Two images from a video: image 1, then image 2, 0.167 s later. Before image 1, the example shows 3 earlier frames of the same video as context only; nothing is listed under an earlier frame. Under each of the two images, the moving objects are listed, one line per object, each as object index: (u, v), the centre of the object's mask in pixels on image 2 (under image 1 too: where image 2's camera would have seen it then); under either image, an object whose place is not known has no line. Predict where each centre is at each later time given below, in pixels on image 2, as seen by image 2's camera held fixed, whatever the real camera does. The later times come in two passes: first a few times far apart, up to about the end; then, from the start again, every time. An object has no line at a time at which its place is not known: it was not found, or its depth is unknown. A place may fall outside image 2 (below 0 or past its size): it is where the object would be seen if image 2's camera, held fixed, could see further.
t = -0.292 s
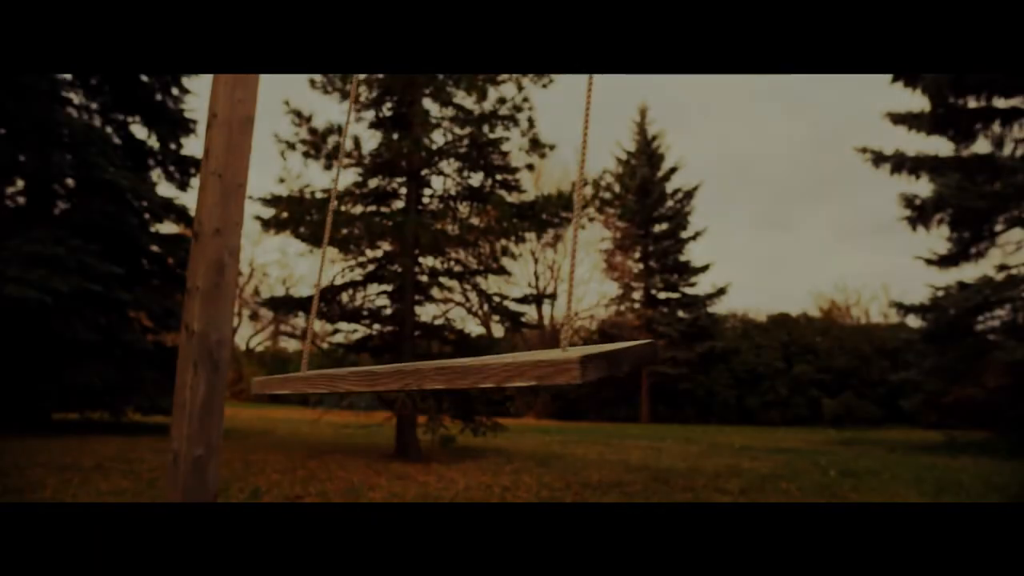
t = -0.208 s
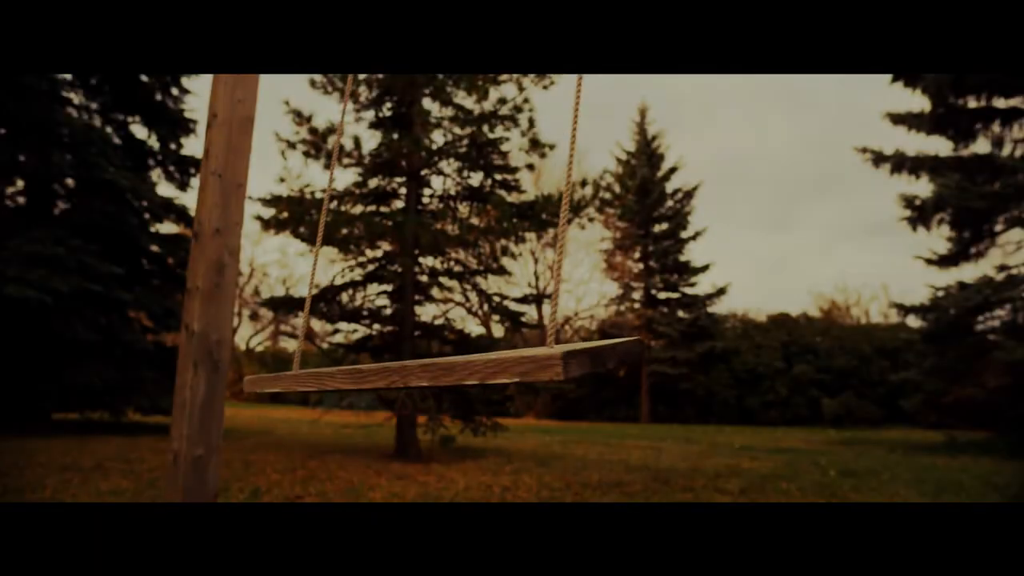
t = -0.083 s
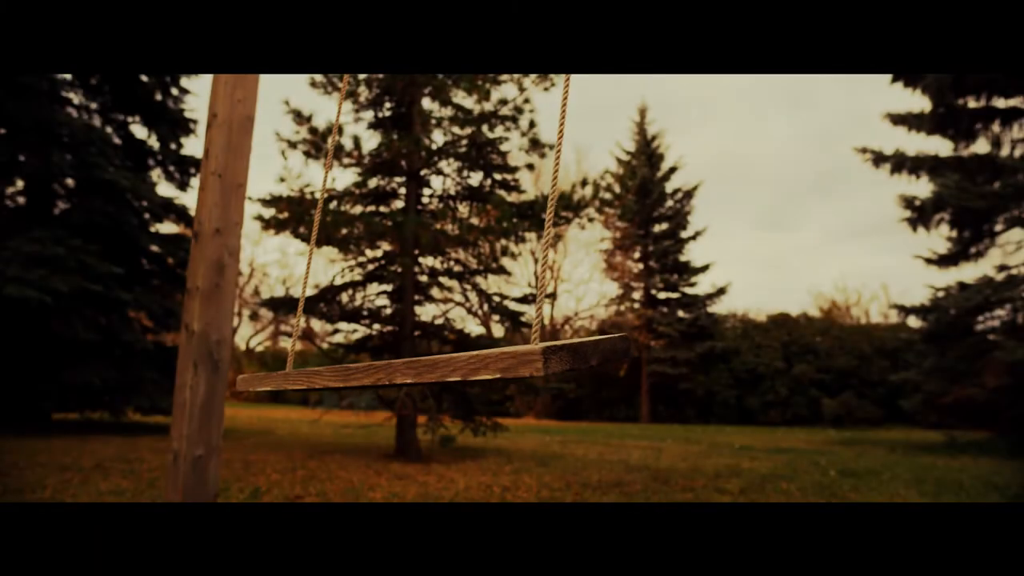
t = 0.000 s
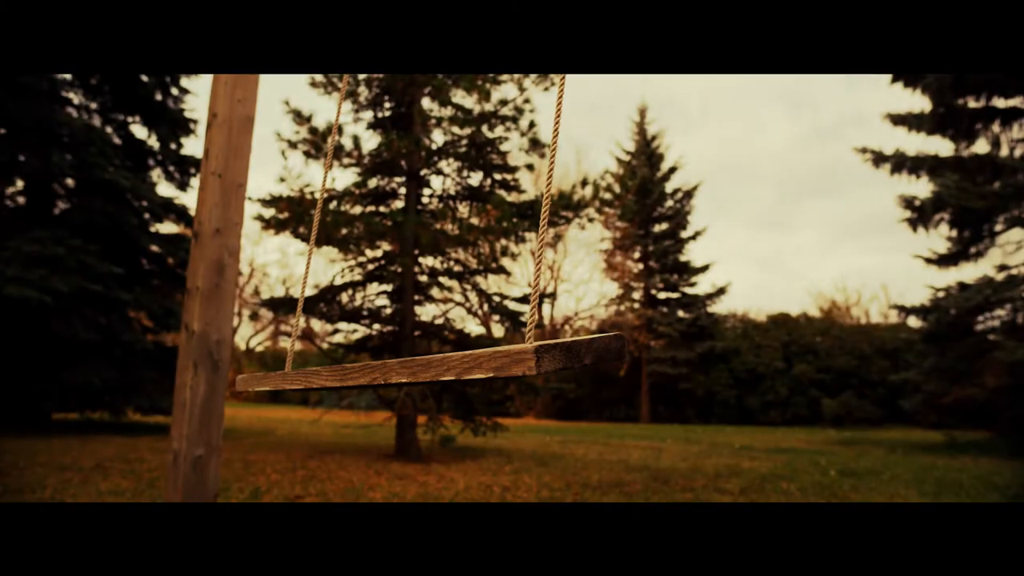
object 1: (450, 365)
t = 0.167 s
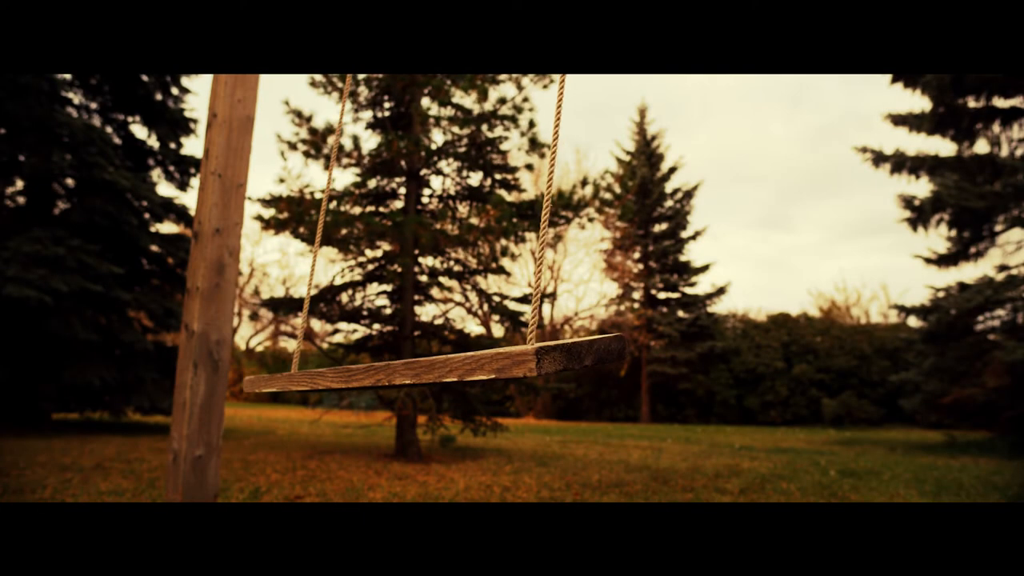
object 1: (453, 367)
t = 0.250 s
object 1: (459, 369)
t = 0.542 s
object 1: (496, 378)
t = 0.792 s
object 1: (541, 385)
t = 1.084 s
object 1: (590, 386)
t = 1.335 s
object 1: (622, 386)
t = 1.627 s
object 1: (641, 385)
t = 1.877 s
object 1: (639, 385)
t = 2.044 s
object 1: (629, 386)
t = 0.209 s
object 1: (455, 368)
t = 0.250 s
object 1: (459, 369)
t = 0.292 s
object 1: (463, 370)
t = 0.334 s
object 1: (467, 371)
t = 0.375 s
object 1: (472, 372)
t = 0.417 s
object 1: (479, 373)
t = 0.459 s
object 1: (485, 375)
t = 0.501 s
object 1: (490, 376)
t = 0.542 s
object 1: (496, 378)
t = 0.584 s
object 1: (501, 380)
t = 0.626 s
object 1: (511, 380)
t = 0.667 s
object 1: (518, 381)
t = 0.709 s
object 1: (528, 383)
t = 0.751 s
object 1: (535, 384)
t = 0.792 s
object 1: (541, 385)
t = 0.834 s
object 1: (549, 385)
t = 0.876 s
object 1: (557, 386)
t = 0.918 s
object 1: (565, 386)
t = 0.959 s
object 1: (570, 386)
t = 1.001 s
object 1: (578, 386)
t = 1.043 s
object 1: (584, 387)
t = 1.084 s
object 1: (590, 386)
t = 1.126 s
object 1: (597, 387)
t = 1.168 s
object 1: (603, 386)
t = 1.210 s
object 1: (608, 386)
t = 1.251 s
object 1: (613, 386)
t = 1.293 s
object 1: (618, 386)
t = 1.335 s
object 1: (622, 386)
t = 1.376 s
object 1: (626, 385)
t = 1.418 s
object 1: (629, 385)
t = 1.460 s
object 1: (631, 385)
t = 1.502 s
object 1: (635, 385)
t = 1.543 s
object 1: (637, 385)
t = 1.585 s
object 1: (639, 385)
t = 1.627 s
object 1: (641, 385)
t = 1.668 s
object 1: (641, 385)
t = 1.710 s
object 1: (641, 385)
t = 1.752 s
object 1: (641, 385)
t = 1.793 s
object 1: (641, 385)
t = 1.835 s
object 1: (641, 385)
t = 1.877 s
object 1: (639, 385)
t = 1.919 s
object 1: (637, 386)
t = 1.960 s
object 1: (636, 385)
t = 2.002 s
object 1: (632, 386)
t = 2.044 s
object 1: (629, 386)
